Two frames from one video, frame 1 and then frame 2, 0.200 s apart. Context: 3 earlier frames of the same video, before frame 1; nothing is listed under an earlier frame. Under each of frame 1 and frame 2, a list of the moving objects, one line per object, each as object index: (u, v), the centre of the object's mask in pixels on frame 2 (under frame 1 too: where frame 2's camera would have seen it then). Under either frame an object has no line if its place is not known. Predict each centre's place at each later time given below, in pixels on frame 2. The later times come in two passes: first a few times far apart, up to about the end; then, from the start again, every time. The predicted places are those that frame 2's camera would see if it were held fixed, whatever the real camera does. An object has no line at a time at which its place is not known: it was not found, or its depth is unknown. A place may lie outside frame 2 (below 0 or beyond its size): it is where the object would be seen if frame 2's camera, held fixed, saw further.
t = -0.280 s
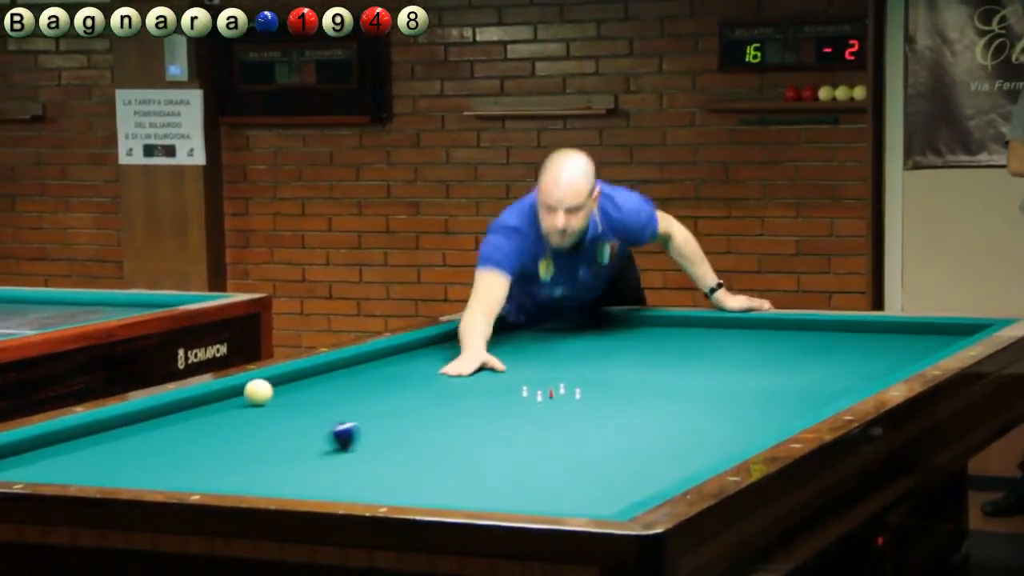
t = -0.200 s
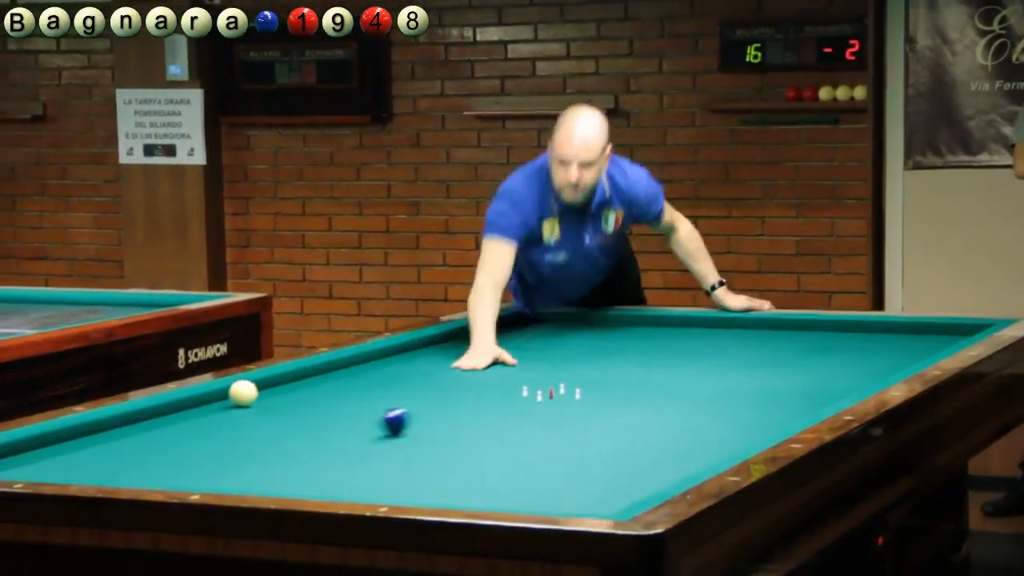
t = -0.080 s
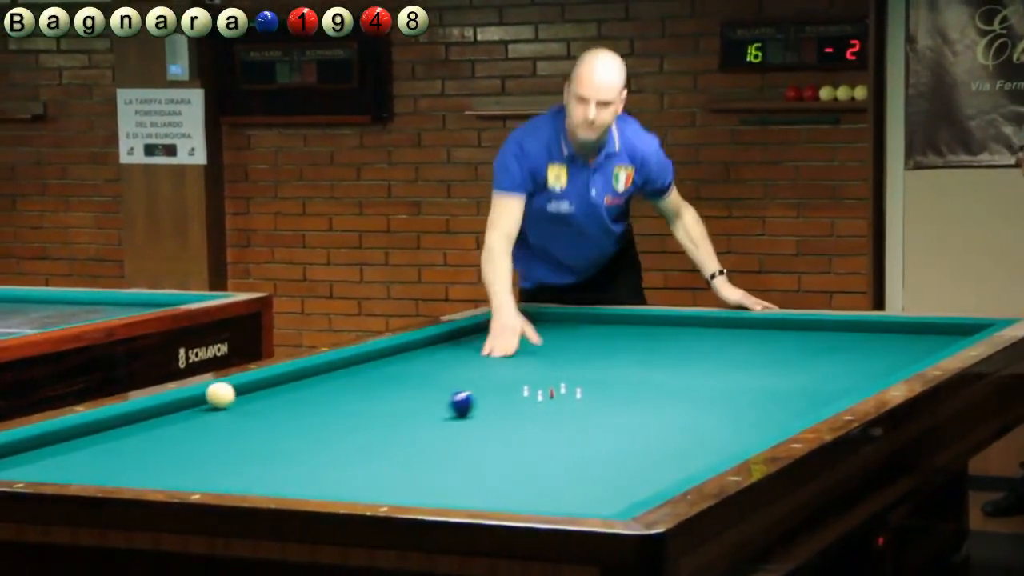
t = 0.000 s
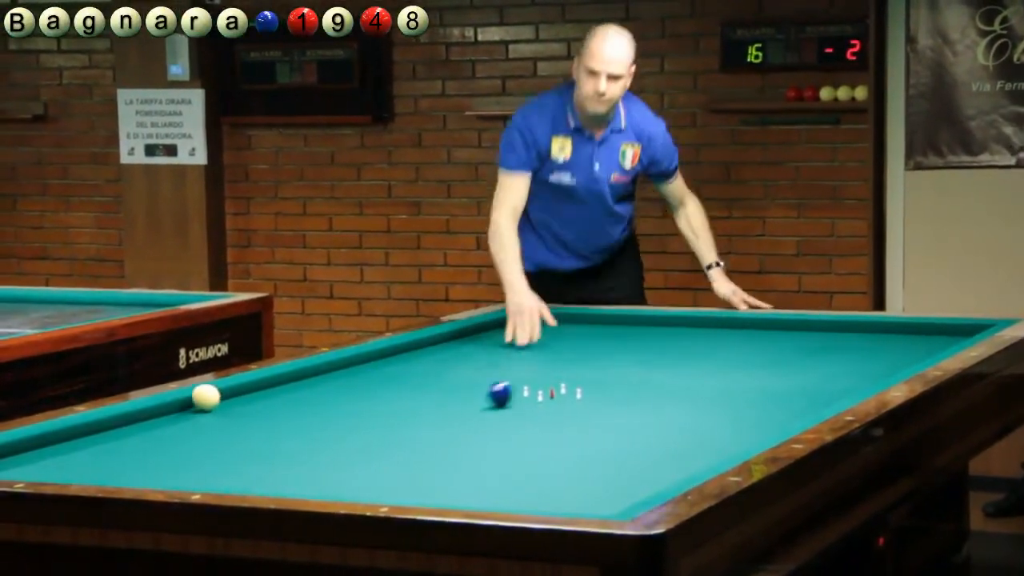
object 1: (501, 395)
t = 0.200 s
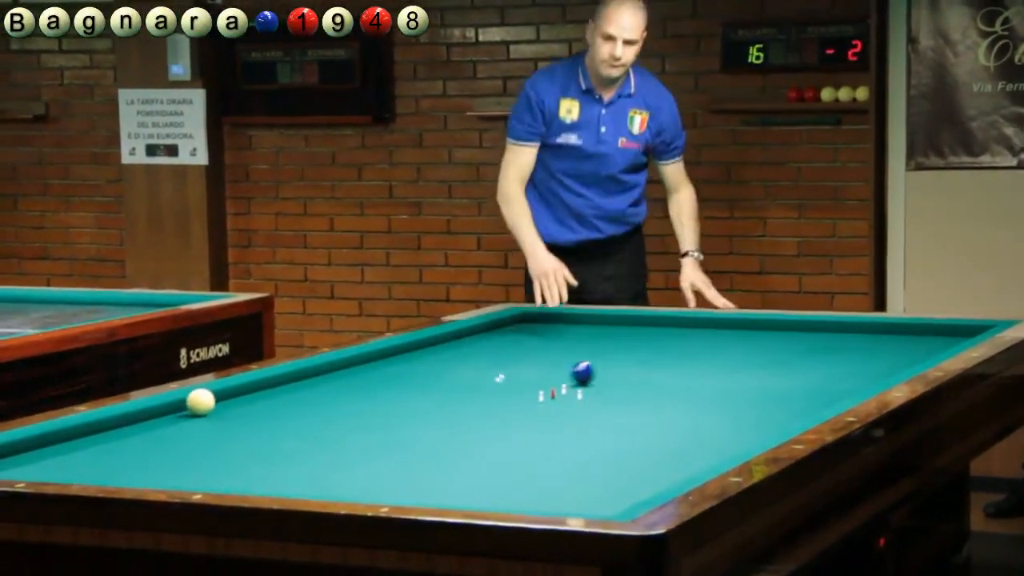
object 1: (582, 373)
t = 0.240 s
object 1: (597, 370)
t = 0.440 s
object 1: (666, 351)
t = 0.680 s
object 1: (739, 333)
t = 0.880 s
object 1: (766, 326)
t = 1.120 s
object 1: (730, 339)
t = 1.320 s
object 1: (705, 348)
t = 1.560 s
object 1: (675, 359)
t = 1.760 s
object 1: (648, 370)
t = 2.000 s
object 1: (613, 382)
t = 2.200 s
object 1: (581, 393)
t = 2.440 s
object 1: (541, 408)
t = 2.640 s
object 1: (506, 421)
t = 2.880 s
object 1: (461, 438)
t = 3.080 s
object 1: (420, 453)
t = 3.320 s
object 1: (366, 473)
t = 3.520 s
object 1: (318, 485)
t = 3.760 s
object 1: (322, 485)
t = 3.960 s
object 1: (348, 479)
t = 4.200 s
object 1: (377, 468)
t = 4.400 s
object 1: (399, 460)
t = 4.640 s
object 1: (424, 450)
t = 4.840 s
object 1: (443, 443)
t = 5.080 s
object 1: (465, 435)
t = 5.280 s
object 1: (482, 428)
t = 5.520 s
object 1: (500, 421)
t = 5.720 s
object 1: (515, 415)
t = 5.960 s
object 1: (532, 409)
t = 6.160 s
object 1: (546, 403)
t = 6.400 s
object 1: (561, 397)
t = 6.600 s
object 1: (572, 393)
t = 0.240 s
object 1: (597, 370)
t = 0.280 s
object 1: (611, 366)
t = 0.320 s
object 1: (625, 362)
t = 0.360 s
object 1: (639, 358)
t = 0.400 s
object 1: (653, 355)
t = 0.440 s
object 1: (666, 351)
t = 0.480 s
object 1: (679, 348)
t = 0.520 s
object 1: (691, 345)
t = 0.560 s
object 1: (704, 342)
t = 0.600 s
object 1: (716, 339)
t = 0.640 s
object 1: (727, 335)
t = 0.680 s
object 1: (739, 333)
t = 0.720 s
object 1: (749, 330)
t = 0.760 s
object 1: (761, 327)
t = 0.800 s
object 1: (772, 324)
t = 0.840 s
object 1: (773, 324)
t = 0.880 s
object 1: (766, 326)
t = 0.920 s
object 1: (760, 329)
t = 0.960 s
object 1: (753, 331)
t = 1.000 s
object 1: (747, 333)
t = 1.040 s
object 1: (741, 335)
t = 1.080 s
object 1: (735, 337)
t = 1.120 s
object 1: (730, 339)
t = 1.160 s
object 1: (725, 341)
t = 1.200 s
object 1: (721, 343)
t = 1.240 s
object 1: (715, 345)
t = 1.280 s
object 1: (710, 346)
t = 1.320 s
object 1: (705, 348)
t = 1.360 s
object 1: (701, 350)
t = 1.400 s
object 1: (696, 352)
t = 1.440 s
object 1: (691, 354)
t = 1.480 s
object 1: (686, 356)
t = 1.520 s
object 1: (681, 357)
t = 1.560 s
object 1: (675, 359)
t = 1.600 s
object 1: (670, 362)
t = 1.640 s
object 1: (664, 363)
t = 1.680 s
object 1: (659, 366)
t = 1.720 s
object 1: (653, 368)
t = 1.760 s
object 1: (648, 370)
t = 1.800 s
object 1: (642, 372)
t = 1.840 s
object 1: (636, 374)
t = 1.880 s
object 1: (631, 376)
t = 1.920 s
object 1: (625, 378)
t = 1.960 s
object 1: (619, 380)
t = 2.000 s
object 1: (613, 382)
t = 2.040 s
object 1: (607, 385)
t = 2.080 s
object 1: (601, 387)
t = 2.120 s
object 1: (594, 389)
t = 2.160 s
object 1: (588, 391)
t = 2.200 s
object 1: (581, 393)
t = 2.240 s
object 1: (575, 395)
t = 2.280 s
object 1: (568, 398)
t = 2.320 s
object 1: (562, 400)
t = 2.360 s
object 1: (555, 403)
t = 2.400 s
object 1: (548, 406)
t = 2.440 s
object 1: (541, 408)
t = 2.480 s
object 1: (534, 411)
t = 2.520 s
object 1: (527, 413)
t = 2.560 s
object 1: (520, 416)
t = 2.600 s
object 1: (513, 419)
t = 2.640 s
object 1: (506, 421)
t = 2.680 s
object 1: (498, 424)
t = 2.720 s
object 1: (491, 426)
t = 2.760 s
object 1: (483, 429)
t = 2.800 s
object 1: (476, 432)
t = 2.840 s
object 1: (468, 435)
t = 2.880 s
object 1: (461, 438)
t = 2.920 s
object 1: (453, 441)
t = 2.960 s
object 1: (444, 444)
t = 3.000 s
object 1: (437, 447)
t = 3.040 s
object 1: (429, 450)
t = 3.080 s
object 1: (420, 453)
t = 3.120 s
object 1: (411, 456)
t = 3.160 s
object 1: (402, 459)
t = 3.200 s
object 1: (394, 463)
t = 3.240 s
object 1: (384, 466)
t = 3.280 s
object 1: (375, 469)
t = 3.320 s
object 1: (366, 473)
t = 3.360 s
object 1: (357, 476)
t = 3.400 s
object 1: (347, 479)
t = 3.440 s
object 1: (337, 482)
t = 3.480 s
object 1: (327, 484)
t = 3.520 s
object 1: (318, 485)
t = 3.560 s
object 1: (308, 487)
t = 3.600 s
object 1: (298, 488)
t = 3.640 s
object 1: (301, 488)
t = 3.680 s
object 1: (308, 487)
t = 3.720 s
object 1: (315, 486)
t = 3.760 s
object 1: (322, 485)
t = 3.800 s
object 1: (327, 484)
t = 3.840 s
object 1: (332, 482)
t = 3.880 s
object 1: (337, 481)
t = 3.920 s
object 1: (343, 480)
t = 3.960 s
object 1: (348, 479)
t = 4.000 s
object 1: (352, 477)
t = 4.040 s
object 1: (358, 475)
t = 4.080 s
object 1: (362, 473)
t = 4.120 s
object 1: (367, 471)
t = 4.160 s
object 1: (372, 470)
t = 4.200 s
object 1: (377, 468)
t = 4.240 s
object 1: (381, 466)
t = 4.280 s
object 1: (386, 465)
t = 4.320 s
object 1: (390, 463)
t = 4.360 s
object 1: (394, 461)
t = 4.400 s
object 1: (399, 460)
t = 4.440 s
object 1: (403, 458)
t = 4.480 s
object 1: (407, 456)
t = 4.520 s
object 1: (411, 455)
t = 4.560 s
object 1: (416, 453)
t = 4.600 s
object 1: (420, 452)
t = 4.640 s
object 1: (424, 450)
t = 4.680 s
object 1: (428, 449)
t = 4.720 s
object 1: (431, 447)
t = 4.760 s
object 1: (435, 446)
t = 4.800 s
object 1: (439, 444)
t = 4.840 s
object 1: (443, 443)
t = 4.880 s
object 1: (447, 442)
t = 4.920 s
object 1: (450, 440)
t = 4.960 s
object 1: (454, 439)
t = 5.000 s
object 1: (457, 437)
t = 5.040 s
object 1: (461, 436)
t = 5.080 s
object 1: (465, 435)
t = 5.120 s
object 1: (468, 433)
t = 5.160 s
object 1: (471, 432)
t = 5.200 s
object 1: (475, 431)
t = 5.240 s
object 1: (478, 429)
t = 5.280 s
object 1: (482, 428)
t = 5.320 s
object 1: (485, 427)
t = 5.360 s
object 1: (488, 426)
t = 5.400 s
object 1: (491, 424)
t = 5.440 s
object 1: (494, 423)
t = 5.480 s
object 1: (497, 422)
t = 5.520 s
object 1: (500, 421)
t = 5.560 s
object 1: (504, 420)
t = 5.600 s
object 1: (506, 418)
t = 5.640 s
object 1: (509, 417)
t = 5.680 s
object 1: (512, 416)
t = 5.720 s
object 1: (515, 415)
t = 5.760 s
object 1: (518, 414)
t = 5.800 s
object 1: (521, 413)
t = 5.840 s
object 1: (524, 412)
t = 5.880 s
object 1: (526, 411)
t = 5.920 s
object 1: (529, 410)
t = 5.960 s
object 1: (532, 409)
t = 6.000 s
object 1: (535, 407)
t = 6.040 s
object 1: (538, 406)
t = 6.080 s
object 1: (540, 405)
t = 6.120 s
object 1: (543, 404)
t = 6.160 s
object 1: (546, 403)
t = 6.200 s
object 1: (548, 403)
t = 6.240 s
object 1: (550, 402)
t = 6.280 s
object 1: (553, 400)
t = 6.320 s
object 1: (556, 399)
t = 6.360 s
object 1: (558, 398)
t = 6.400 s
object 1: (561, 397)
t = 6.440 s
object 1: (563, 397)
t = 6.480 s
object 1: (565, 396)
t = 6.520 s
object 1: (568, 395)
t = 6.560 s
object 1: (570, 394)
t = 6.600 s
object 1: (572, 393)
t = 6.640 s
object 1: (574, 392)
